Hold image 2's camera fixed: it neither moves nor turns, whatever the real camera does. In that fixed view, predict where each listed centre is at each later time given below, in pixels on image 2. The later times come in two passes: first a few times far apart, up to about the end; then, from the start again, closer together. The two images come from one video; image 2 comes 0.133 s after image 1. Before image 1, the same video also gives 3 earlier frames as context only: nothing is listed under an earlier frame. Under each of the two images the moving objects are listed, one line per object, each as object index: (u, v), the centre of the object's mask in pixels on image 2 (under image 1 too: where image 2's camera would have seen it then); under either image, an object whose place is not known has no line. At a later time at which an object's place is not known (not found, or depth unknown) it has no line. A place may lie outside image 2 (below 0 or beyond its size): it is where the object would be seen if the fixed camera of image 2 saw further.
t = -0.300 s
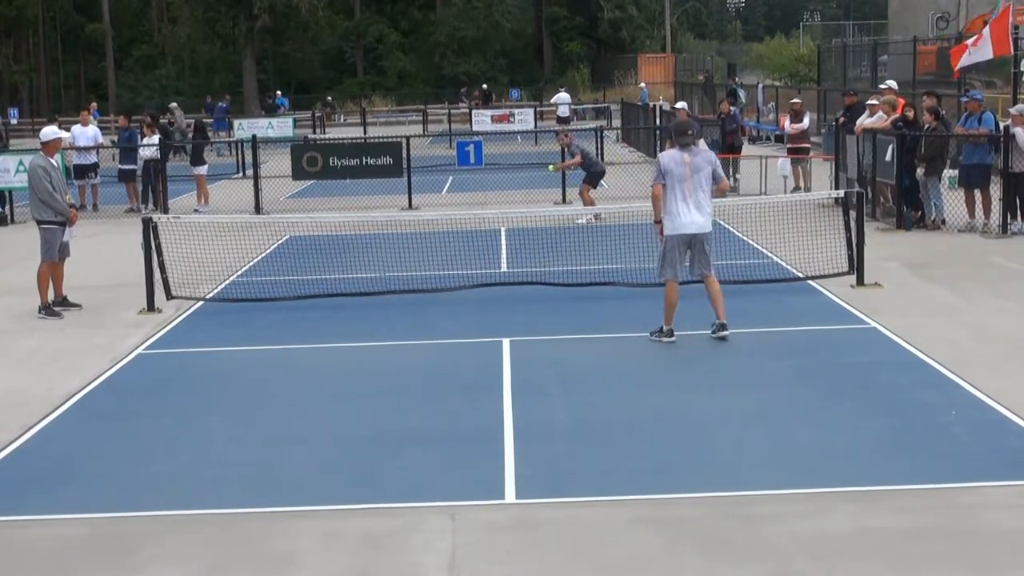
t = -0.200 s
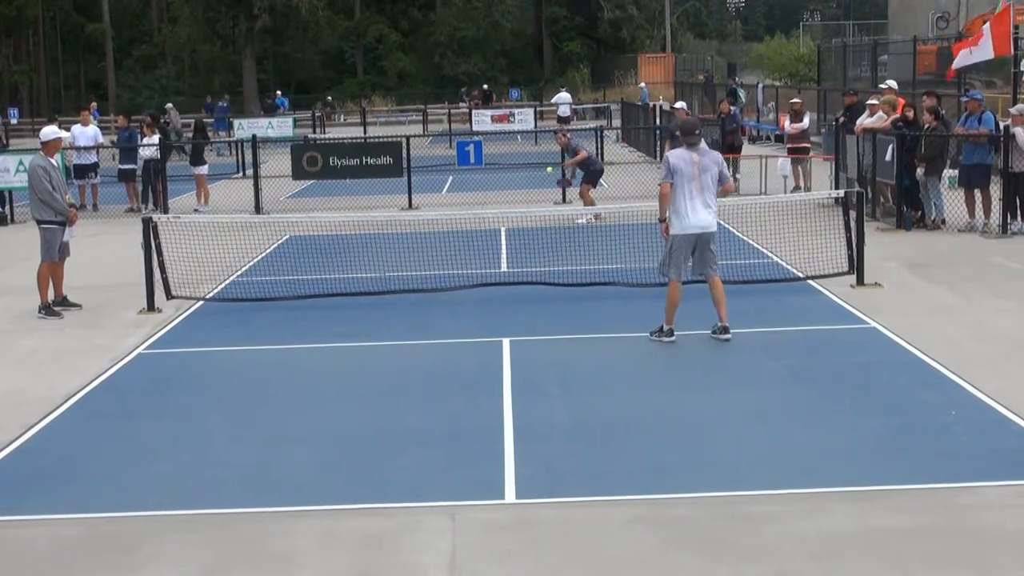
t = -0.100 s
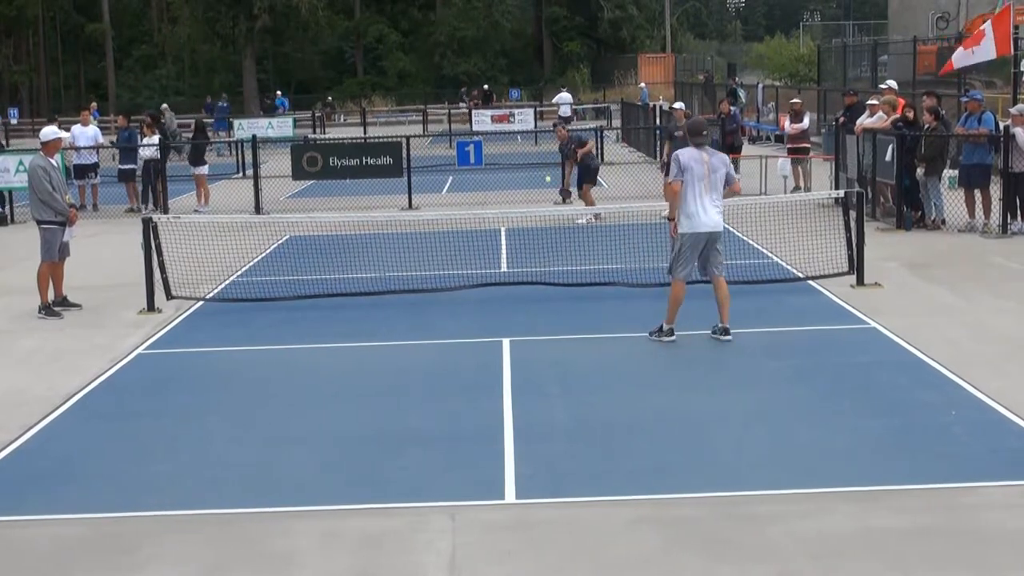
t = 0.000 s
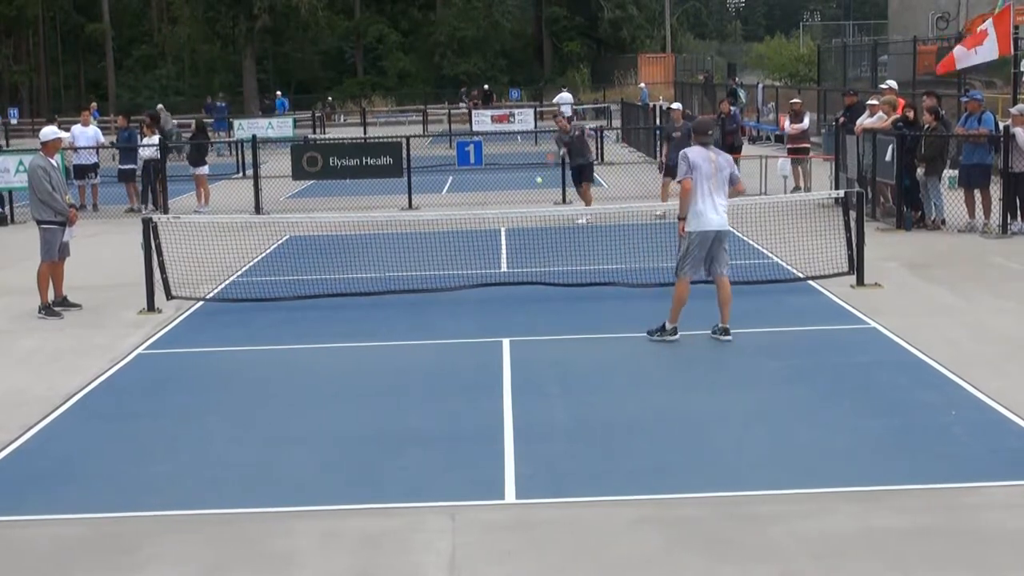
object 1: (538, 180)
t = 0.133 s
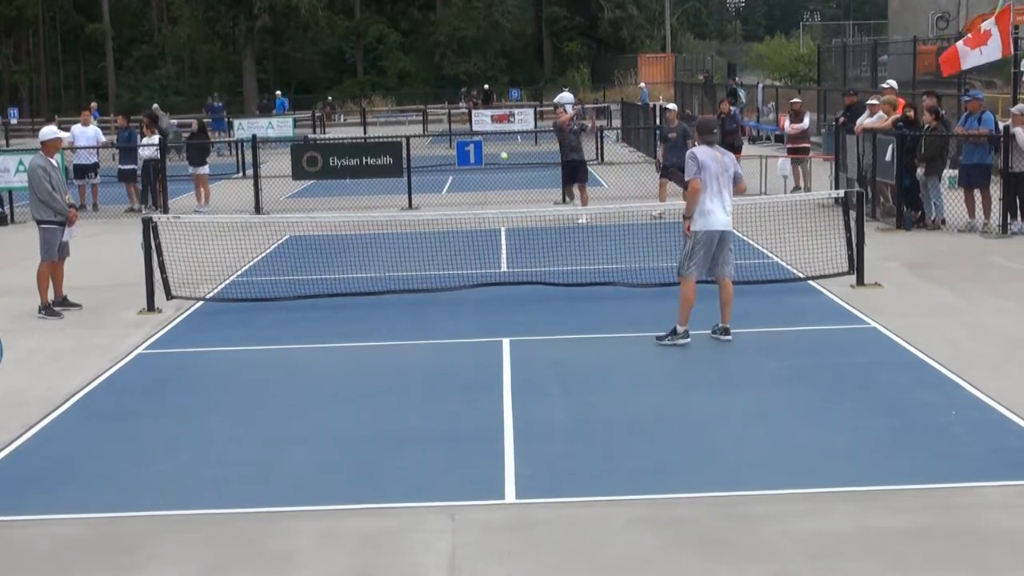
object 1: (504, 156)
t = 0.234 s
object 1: (474, 150)
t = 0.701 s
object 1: (281, 374)
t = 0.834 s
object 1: (211, 389)
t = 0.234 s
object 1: (474, 150)
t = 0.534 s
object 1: (362, 235)
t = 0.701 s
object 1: (281, 374)
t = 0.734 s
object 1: (263, 412)
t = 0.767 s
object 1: (246, 403)
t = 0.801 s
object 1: (229, 396)
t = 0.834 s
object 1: (211, 389)
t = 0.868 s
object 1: (192, 384)
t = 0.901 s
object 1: (172, 382)
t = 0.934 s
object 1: (152, 382)
